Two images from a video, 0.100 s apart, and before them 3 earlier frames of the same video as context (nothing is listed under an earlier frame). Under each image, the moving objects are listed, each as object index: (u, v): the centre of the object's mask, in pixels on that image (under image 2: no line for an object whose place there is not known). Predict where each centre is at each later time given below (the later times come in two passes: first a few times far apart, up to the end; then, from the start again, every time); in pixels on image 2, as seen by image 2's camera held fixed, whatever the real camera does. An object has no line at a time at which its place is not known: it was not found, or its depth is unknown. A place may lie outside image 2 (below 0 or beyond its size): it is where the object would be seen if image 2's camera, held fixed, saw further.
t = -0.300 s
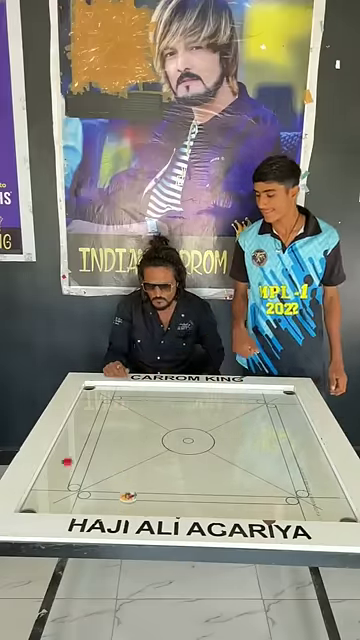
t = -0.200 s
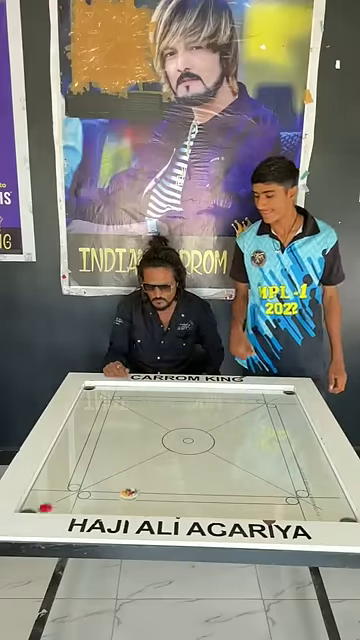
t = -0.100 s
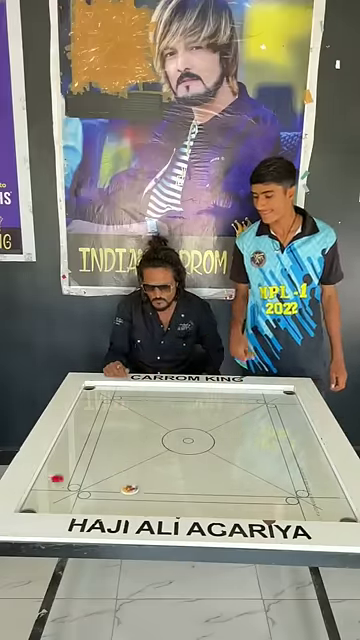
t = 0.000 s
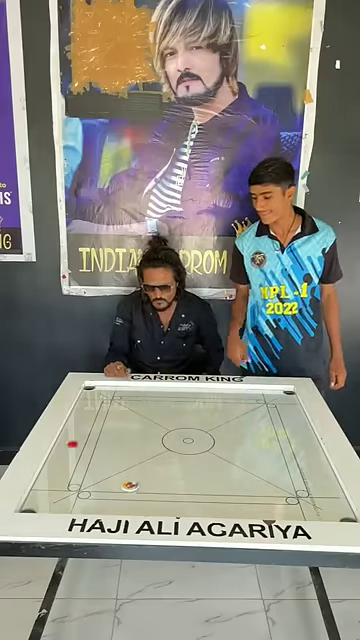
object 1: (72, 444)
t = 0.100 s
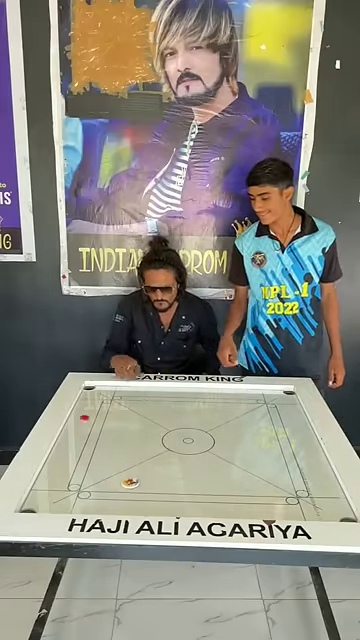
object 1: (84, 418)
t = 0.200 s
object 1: (93, 395)
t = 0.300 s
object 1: (95, 394)
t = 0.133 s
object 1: (88, 410)
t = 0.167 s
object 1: (91, 402)
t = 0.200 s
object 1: (93, 395)
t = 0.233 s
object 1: (98, 389)
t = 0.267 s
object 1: (98, 390)
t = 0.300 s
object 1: (95, 394)
